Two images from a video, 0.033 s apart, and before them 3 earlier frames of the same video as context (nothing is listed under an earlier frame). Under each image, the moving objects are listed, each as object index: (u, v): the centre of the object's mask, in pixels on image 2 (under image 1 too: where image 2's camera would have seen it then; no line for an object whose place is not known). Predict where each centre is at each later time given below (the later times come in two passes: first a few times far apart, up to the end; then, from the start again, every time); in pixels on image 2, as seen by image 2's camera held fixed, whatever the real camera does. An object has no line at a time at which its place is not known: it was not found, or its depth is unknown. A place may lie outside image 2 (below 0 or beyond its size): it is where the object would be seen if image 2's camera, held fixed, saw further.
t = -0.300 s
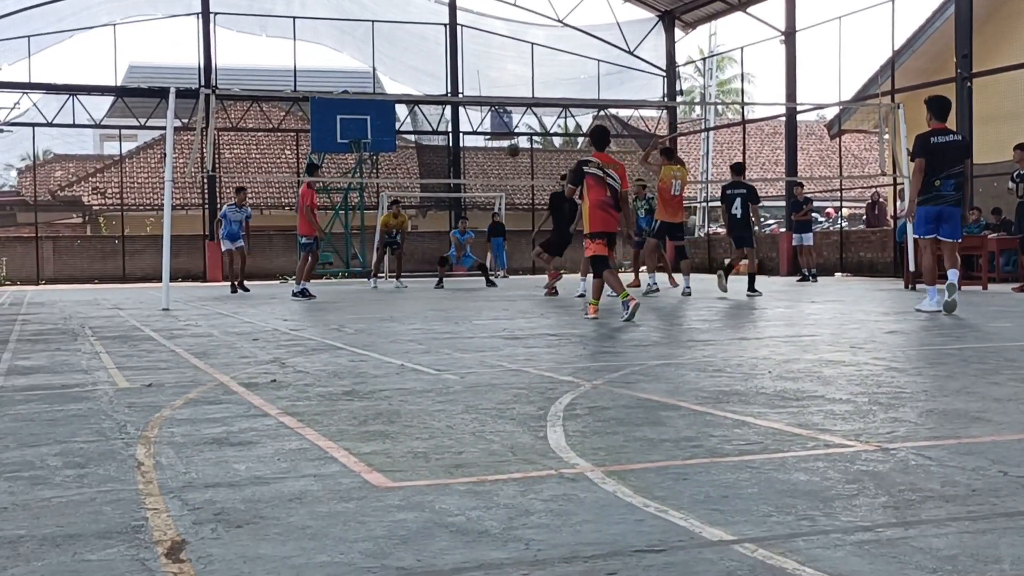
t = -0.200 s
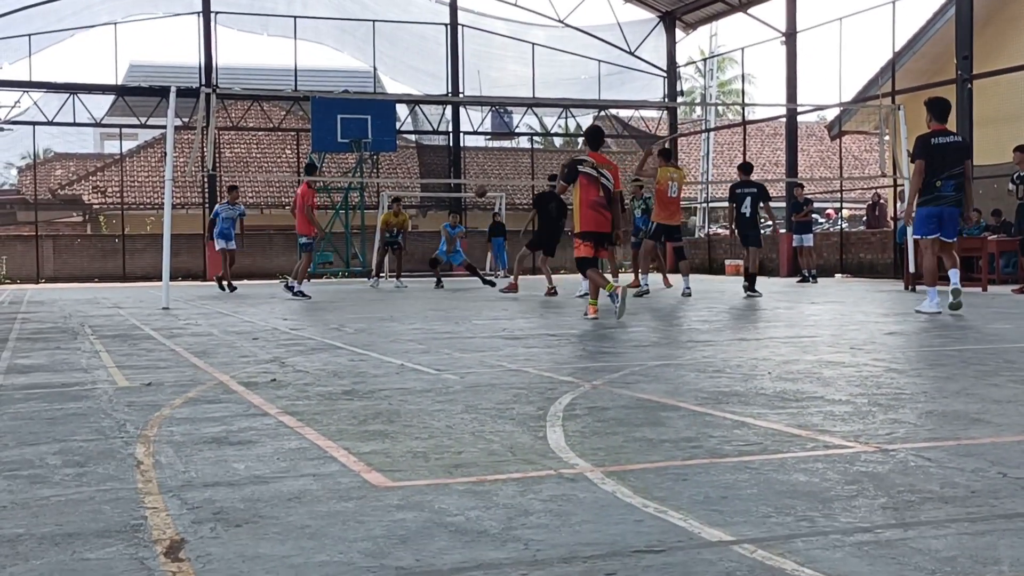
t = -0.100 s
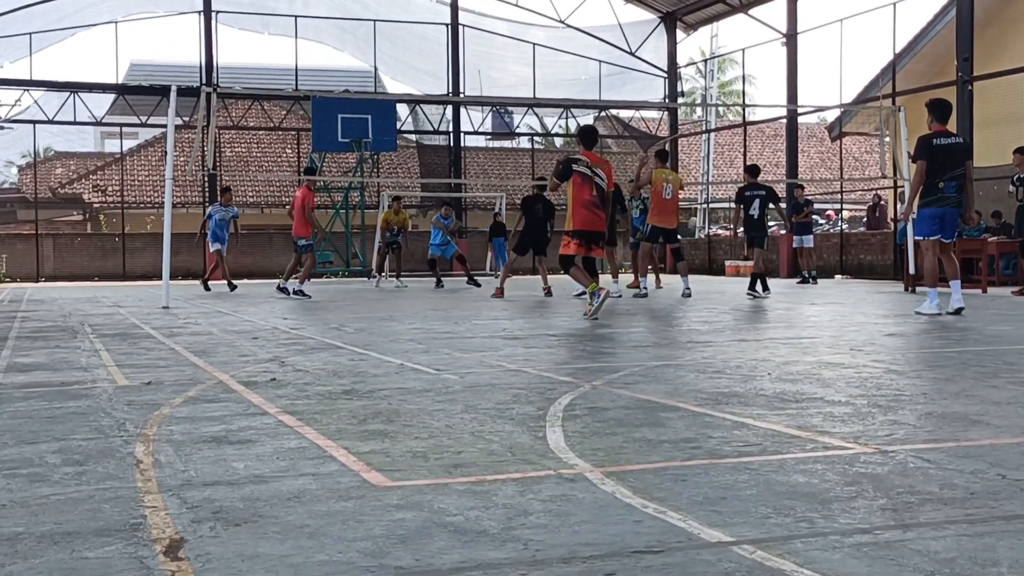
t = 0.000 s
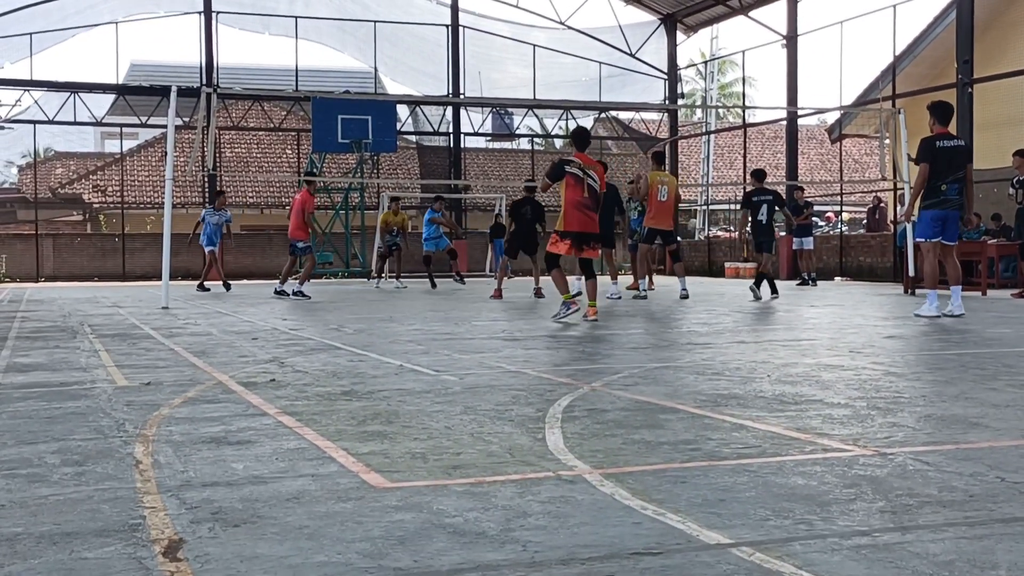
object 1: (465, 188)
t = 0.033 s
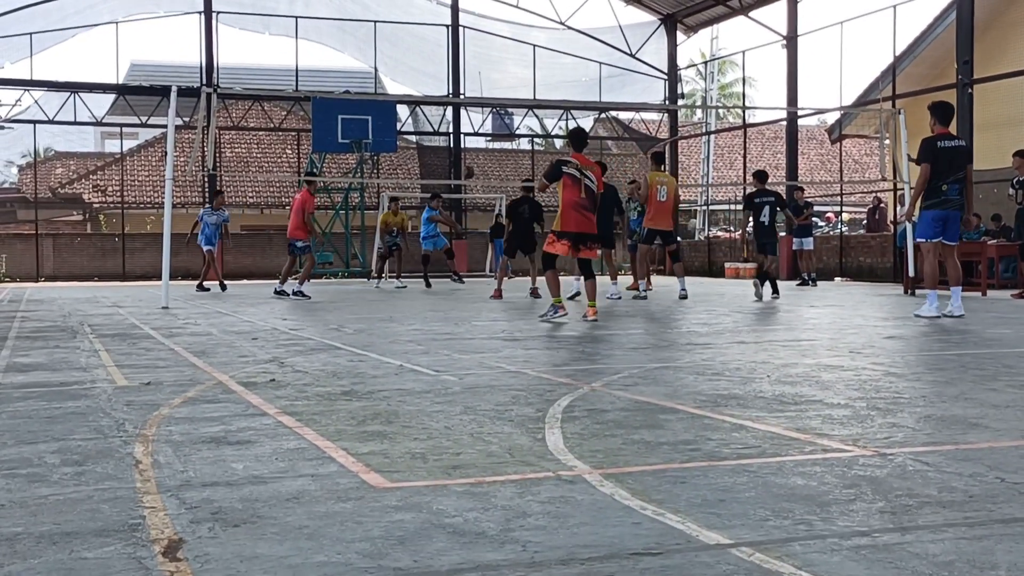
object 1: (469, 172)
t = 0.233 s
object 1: (489, 108)
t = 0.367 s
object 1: (503, 77)
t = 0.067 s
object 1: (472, 160)
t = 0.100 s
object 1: (475, 148)
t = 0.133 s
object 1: (478, 137)
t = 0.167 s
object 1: (482, 127)
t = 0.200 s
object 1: (485, 116)
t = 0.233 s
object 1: (489, 108)
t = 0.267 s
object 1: (493, 96)
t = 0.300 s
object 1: (496, 91)
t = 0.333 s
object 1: (500, 84)
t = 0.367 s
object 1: (503, 77)
